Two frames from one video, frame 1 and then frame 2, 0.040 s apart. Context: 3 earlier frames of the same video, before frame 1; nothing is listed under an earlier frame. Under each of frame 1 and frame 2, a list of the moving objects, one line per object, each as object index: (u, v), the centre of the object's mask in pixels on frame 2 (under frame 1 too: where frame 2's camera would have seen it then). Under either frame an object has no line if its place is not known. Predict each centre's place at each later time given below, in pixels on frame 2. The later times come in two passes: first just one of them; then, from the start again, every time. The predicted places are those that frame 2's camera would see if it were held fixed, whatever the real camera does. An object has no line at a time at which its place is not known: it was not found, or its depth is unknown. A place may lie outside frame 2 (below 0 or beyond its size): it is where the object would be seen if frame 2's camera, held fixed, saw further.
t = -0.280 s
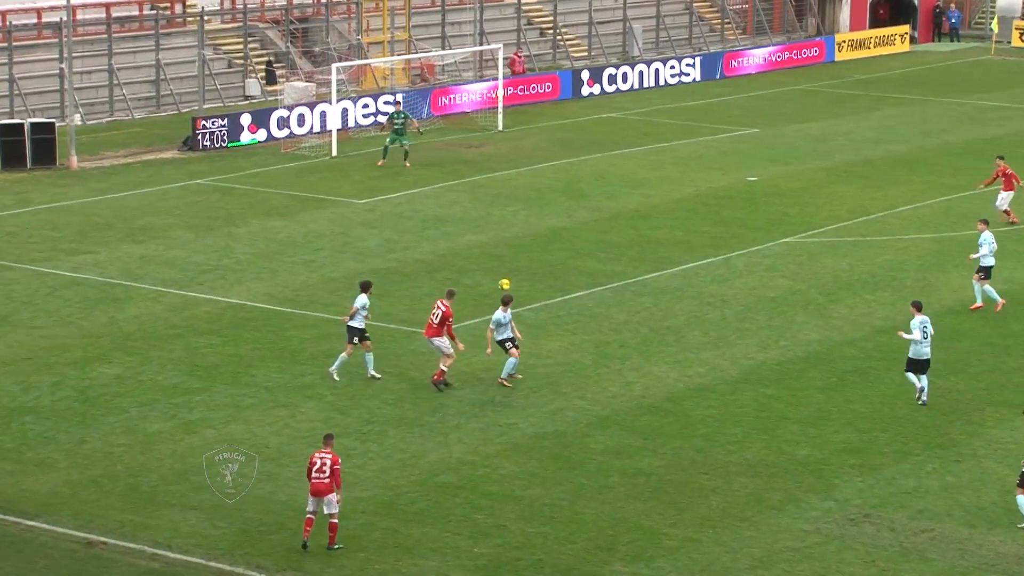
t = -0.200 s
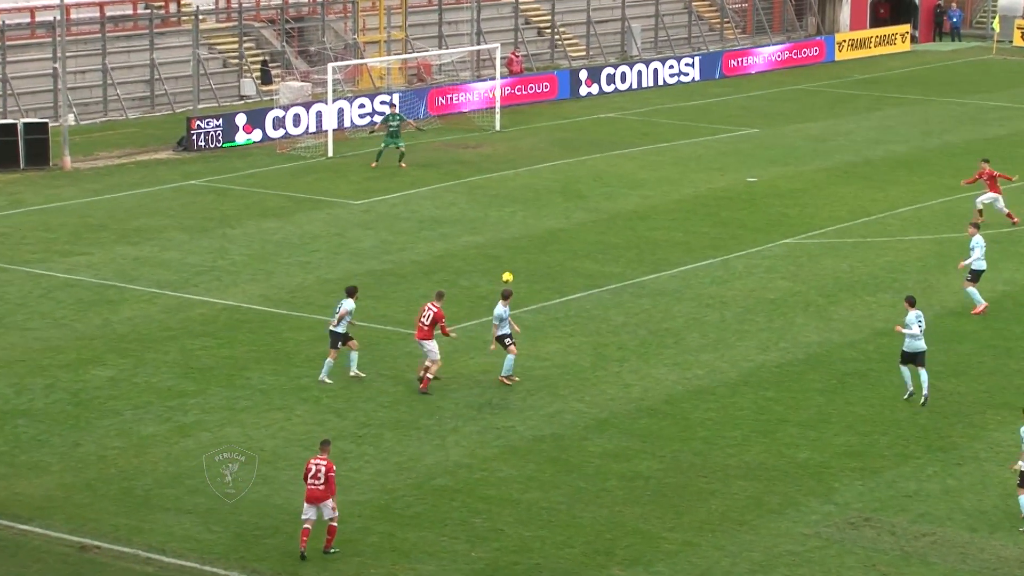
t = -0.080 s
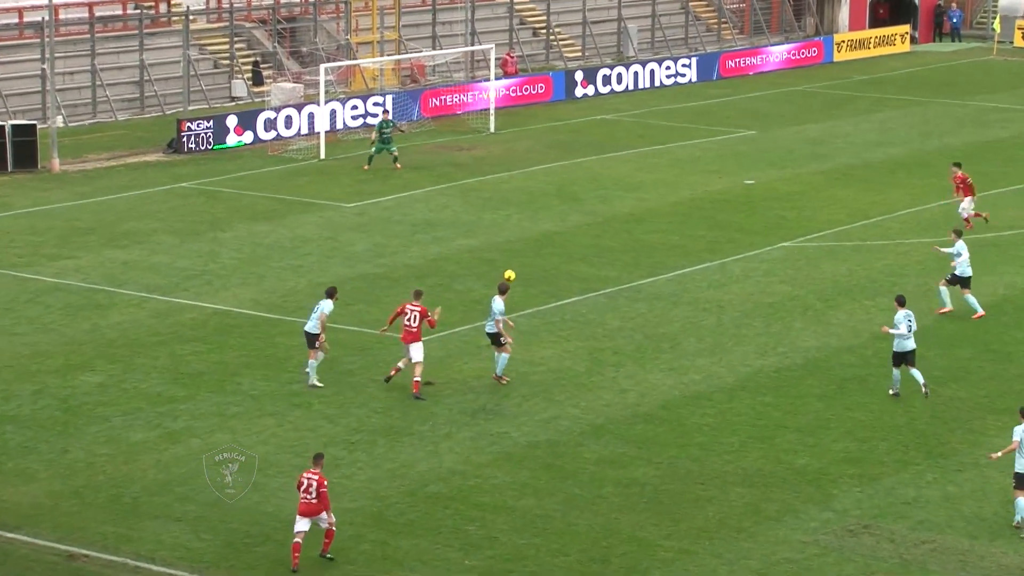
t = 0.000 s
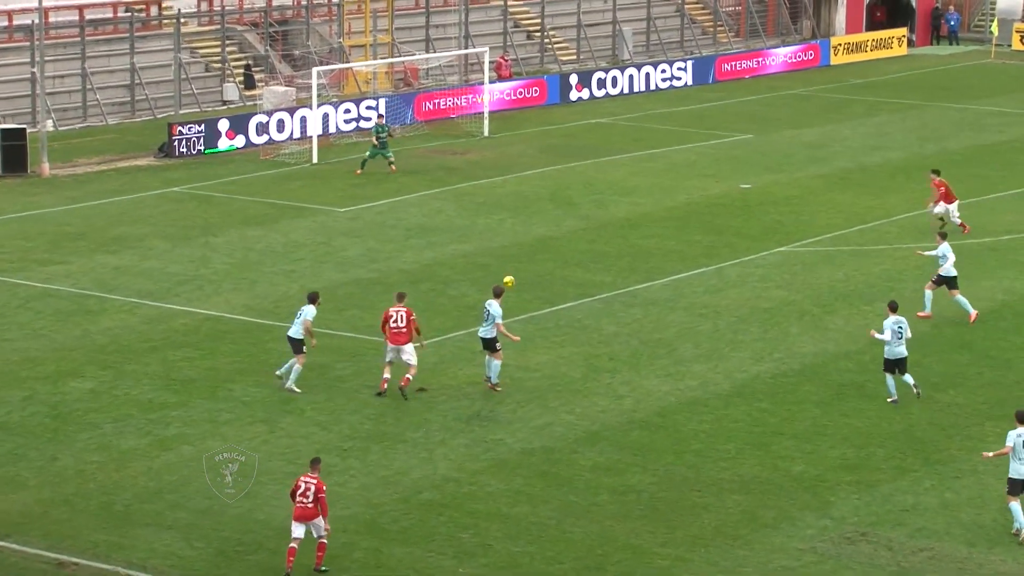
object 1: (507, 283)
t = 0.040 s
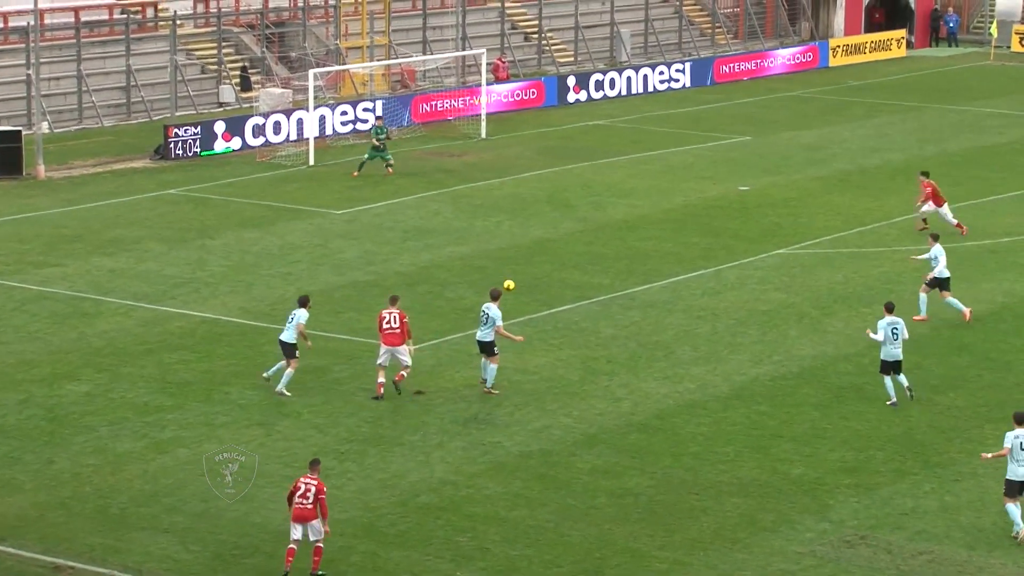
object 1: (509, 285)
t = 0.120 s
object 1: (514, 291)
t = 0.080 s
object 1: (511, 287)
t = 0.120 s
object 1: (514, 291)
